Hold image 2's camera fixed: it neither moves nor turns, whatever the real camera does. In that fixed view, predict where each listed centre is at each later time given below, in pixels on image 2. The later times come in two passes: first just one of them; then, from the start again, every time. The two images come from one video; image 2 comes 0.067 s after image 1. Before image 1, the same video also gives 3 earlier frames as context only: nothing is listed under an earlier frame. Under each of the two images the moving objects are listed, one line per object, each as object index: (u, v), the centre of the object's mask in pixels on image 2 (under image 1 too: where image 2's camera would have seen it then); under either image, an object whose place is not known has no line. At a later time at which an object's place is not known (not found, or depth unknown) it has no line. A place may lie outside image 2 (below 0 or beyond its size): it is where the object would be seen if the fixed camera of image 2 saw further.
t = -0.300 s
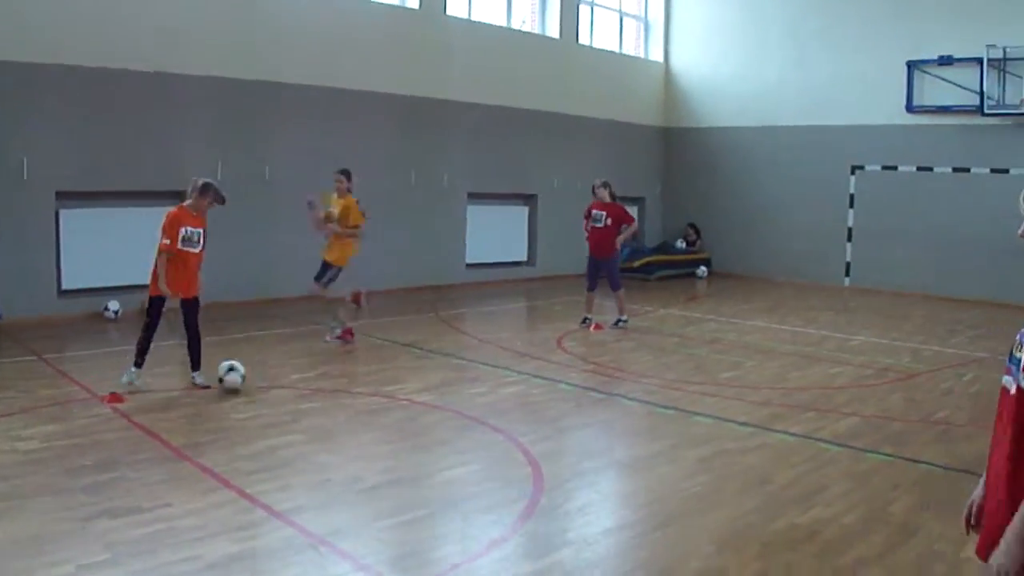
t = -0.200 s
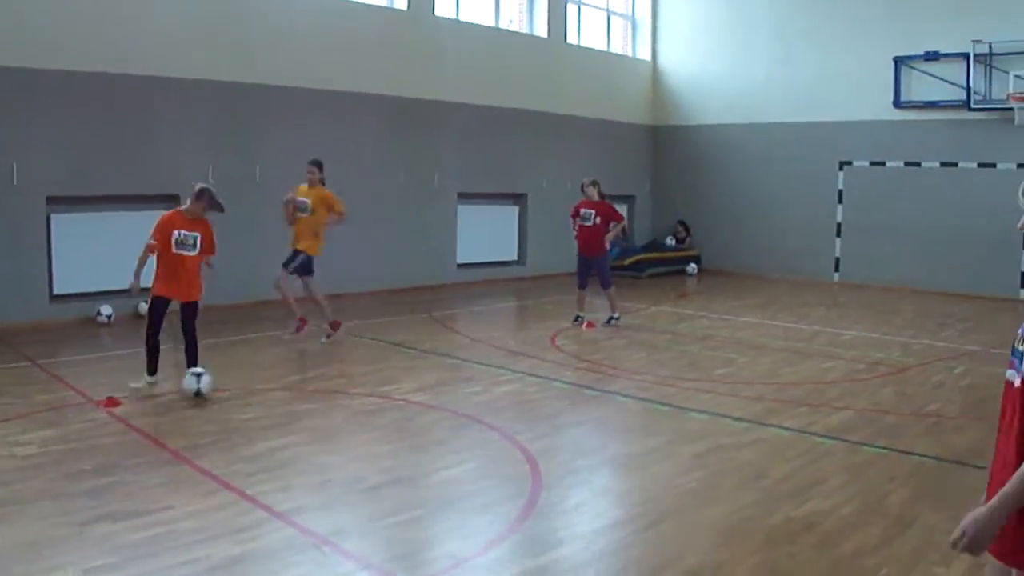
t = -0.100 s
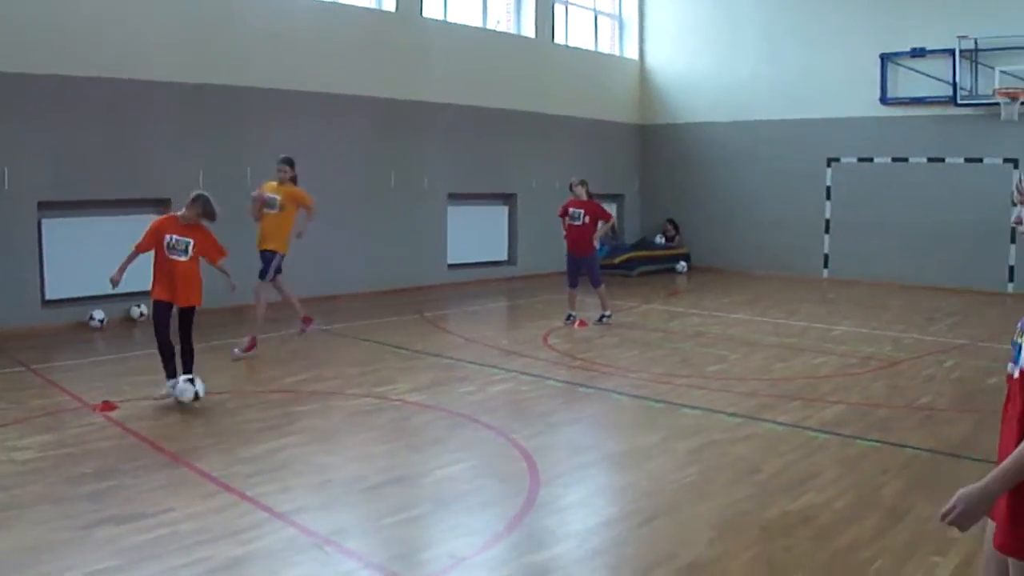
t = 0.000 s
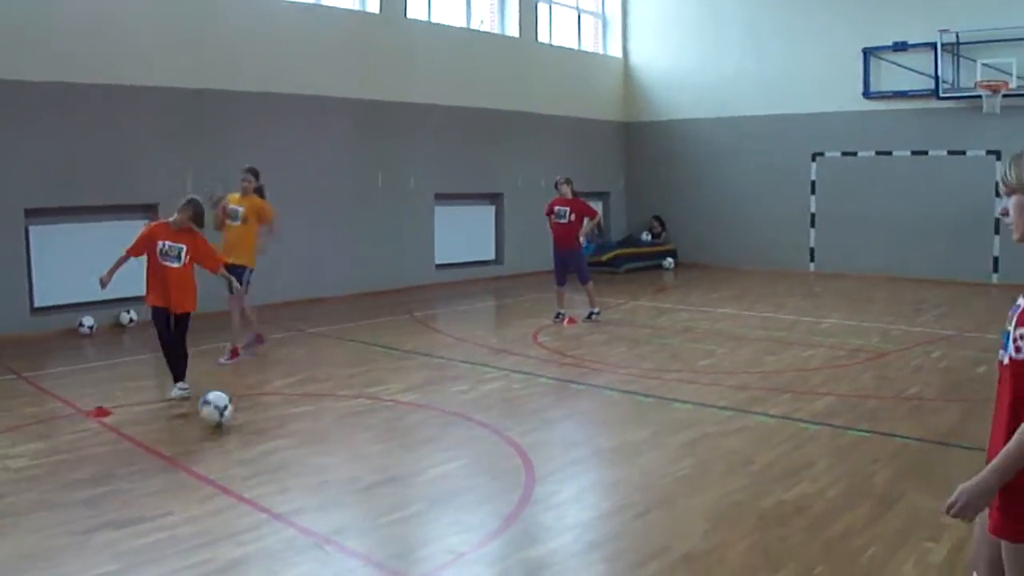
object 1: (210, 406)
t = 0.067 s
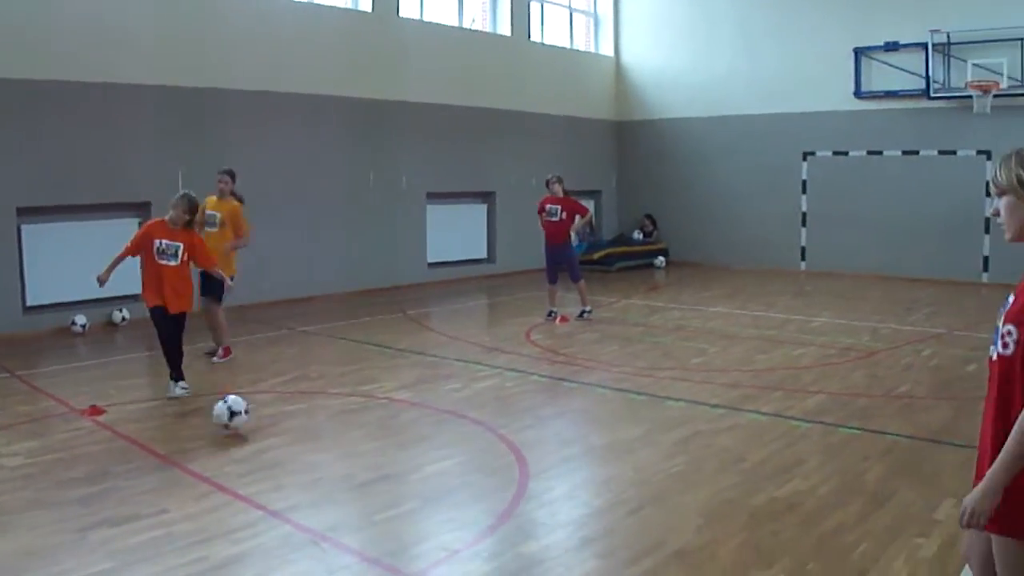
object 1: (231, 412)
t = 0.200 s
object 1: (272, 433)
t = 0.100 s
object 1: (239, 413)
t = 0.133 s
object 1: (251, 418)
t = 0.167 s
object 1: (262, 424)
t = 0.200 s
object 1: (272, 433)
